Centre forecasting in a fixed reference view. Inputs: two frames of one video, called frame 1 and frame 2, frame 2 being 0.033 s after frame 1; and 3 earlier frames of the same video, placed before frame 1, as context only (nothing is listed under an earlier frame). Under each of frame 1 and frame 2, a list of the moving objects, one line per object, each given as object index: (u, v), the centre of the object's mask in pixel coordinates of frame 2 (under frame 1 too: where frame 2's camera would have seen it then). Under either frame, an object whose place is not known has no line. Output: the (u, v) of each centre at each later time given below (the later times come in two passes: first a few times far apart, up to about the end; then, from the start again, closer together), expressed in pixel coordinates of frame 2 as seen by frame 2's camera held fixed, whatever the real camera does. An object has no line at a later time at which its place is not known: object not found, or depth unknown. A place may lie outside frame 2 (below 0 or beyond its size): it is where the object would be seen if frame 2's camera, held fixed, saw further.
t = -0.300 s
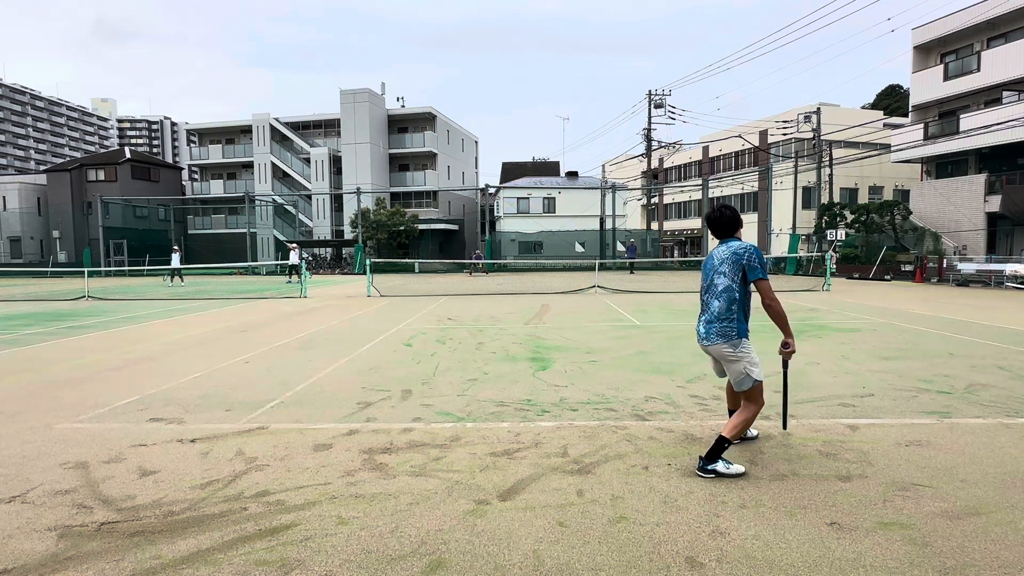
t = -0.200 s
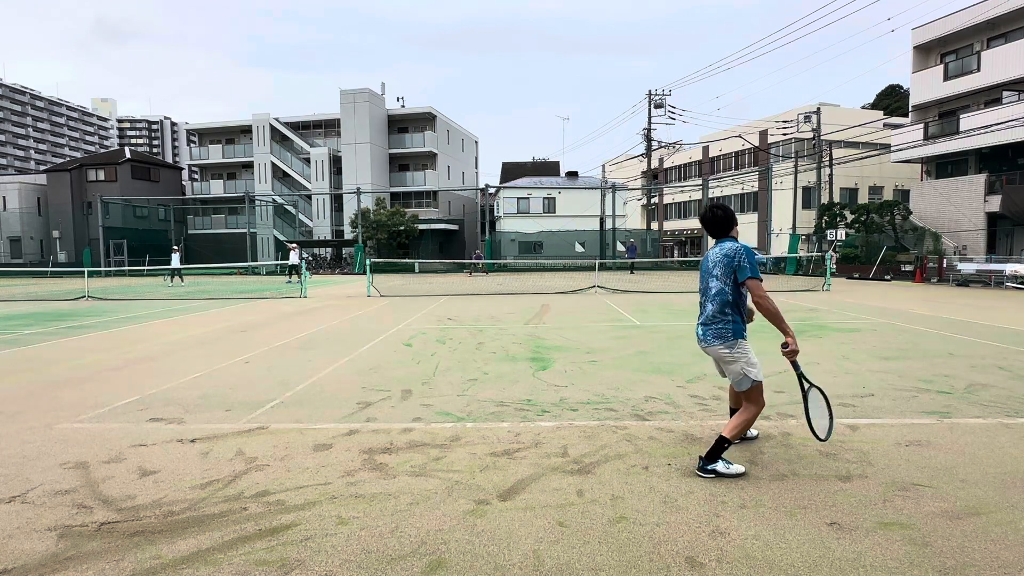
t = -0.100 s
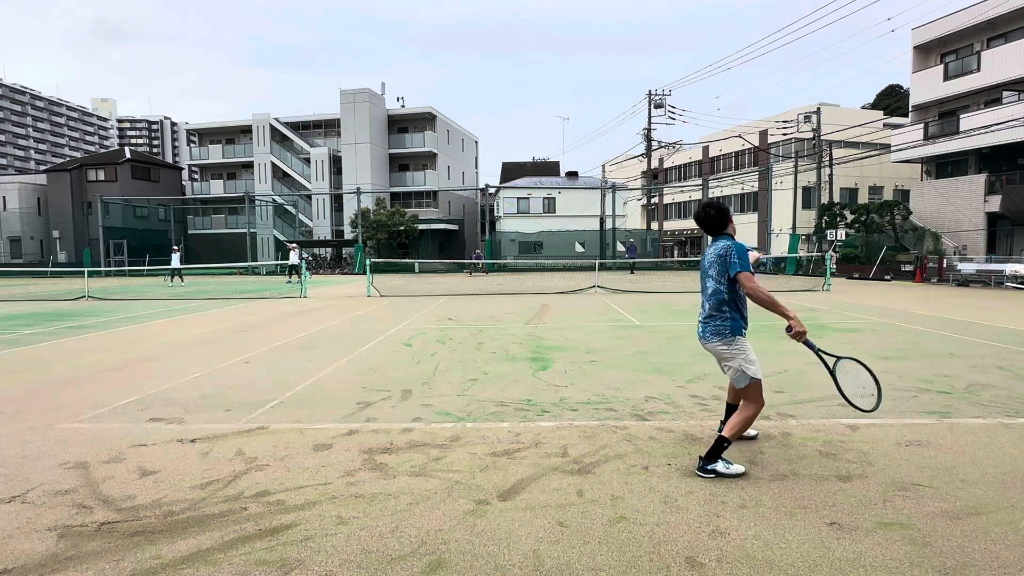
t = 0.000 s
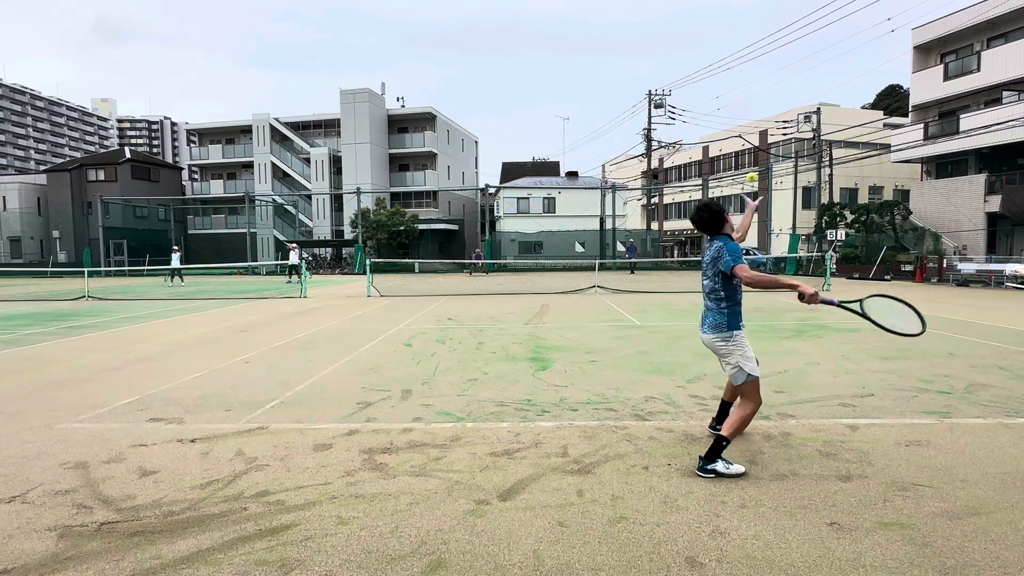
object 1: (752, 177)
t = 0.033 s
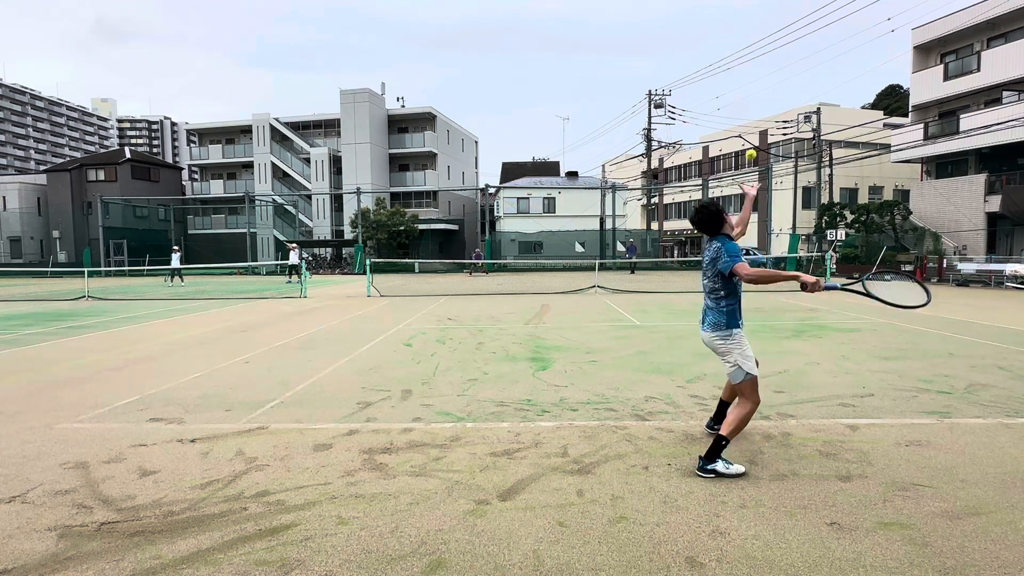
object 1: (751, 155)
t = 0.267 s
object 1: (747, 42)
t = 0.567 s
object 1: (741, 15)
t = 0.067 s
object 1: (750, 133)
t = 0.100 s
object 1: (750, 114)
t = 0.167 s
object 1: (748, 80)
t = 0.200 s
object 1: (748, 66)
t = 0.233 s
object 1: (747, 53)
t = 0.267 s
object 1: (747, 42)
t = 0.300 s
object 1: (746, 32)
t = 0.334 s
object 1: (745, 18)
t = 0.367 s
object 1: (744, 13)
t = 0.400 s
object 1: (744, 10)
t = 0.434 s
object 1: (743, 8)
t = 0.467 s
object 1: (743, 8)
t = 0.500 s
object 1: (742, 9)
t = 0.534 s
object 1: (742, 11)
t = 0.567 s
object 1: (741, 15)
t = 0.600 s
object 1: (740, 21)
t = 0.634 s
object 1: (740, 27)
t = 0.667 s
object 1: (739, 35)
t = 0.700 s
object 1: (738, 45)
